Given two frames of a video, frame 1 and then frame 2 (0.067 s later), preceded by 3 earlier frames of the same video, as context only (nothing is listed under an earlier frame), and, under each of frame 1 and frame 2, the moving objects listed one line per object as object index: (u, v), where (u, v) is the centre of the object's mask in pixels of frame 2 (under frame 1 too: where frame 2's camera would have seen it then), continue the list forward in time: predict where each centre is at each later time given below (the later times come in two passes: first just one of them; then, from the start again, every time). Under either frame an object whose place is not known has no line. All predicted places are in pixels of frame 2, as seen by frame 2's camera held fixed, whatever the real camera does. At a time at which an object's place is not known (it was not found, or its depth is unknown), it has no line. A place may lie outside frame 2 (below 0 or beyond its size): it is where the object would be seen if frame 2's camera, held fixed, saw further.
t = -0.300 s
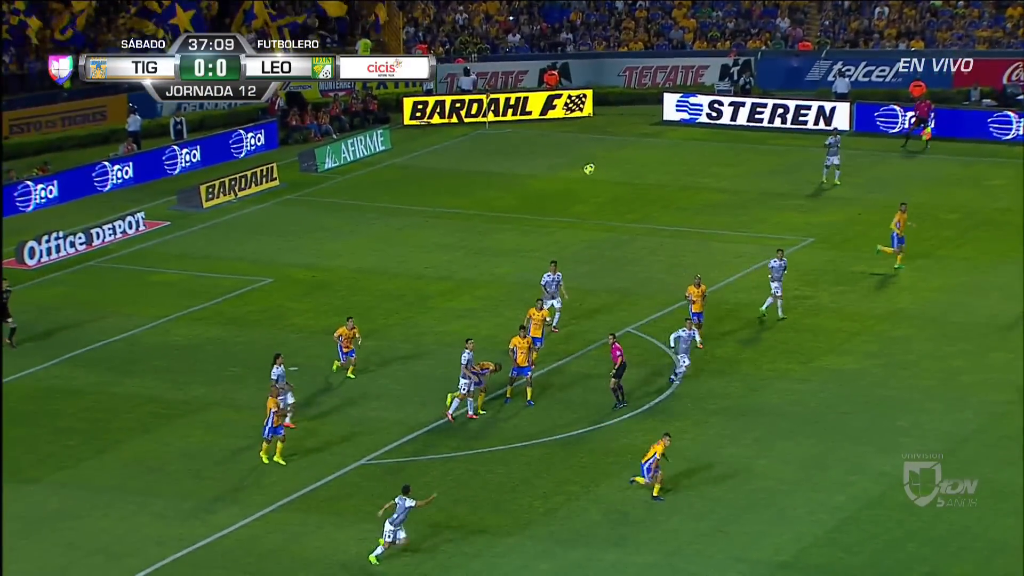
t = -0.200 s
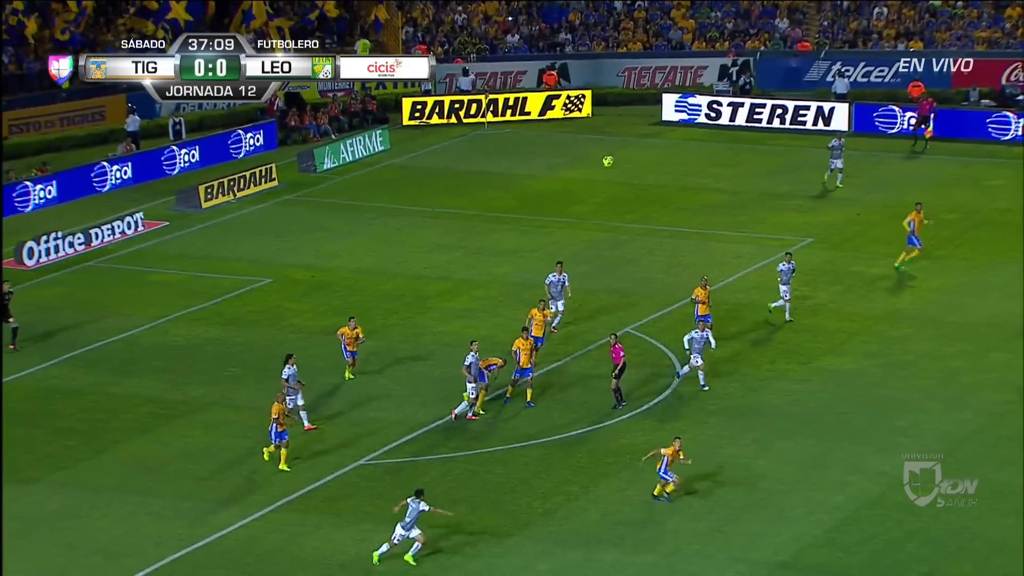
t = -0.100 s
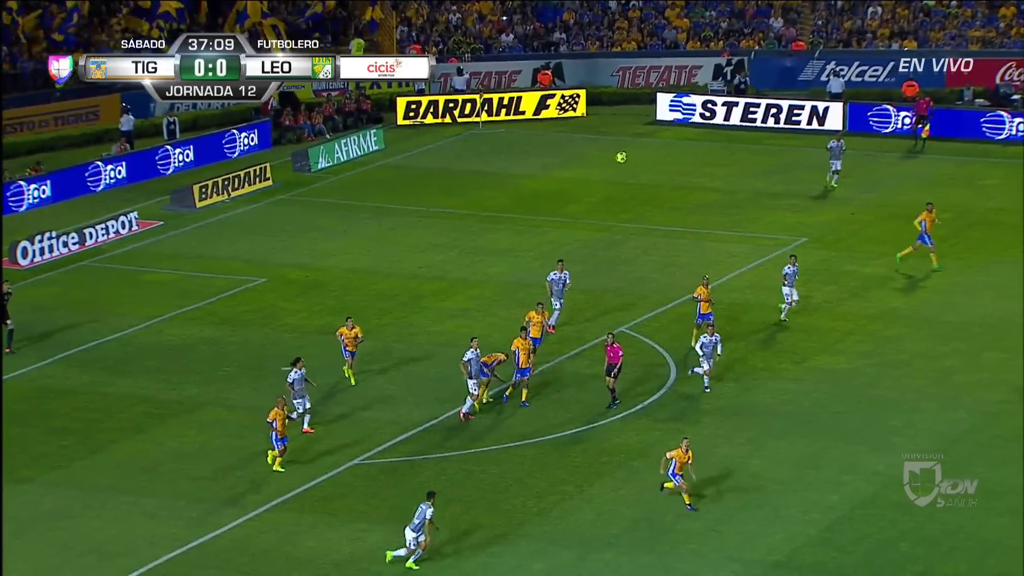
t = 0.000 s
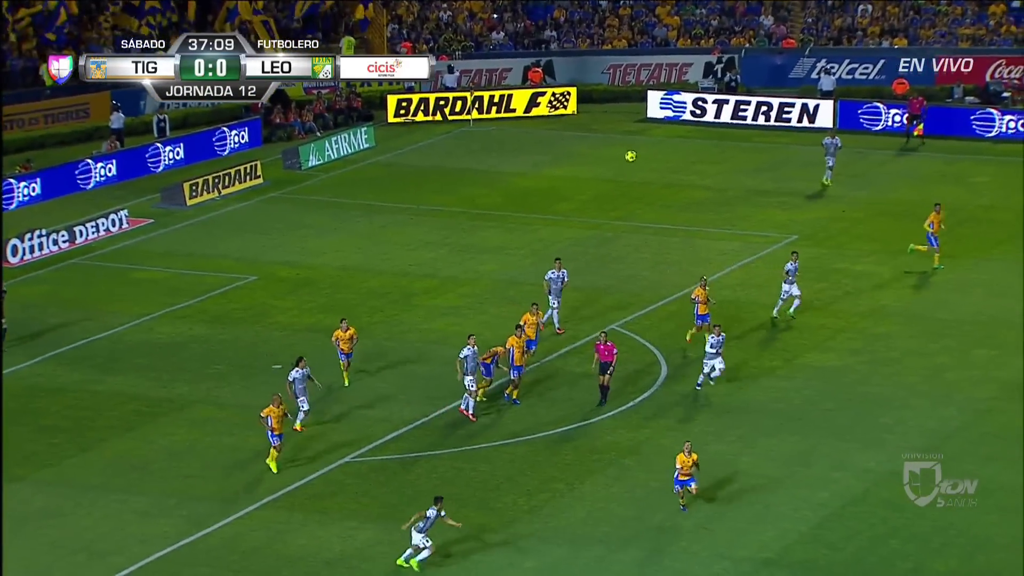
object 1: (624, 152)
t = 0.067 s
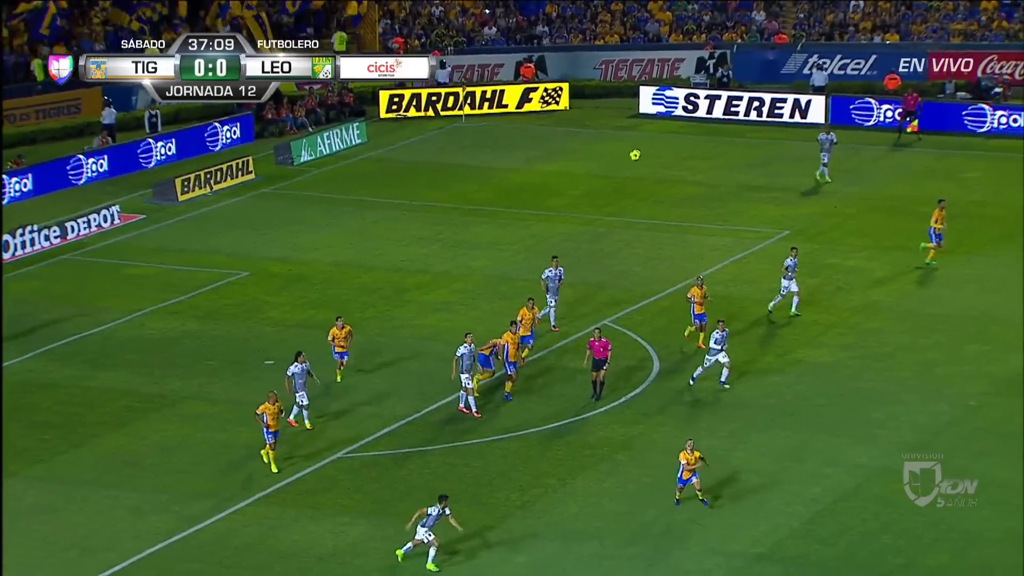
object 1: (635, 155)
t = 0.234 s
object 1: (659, 169)
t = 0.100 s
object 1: (640, 157)
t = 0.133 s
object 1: (645, 159)
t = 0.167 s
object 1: (650, 162)
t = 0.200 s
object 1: (655, 166)
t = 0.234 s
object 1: (659, 169)
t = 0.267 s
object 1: (664, 175)
